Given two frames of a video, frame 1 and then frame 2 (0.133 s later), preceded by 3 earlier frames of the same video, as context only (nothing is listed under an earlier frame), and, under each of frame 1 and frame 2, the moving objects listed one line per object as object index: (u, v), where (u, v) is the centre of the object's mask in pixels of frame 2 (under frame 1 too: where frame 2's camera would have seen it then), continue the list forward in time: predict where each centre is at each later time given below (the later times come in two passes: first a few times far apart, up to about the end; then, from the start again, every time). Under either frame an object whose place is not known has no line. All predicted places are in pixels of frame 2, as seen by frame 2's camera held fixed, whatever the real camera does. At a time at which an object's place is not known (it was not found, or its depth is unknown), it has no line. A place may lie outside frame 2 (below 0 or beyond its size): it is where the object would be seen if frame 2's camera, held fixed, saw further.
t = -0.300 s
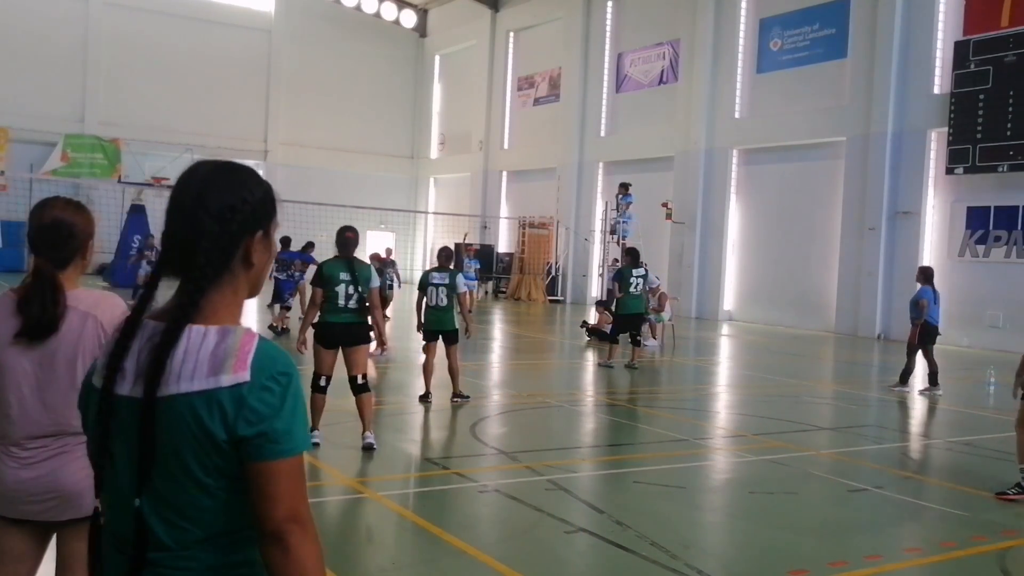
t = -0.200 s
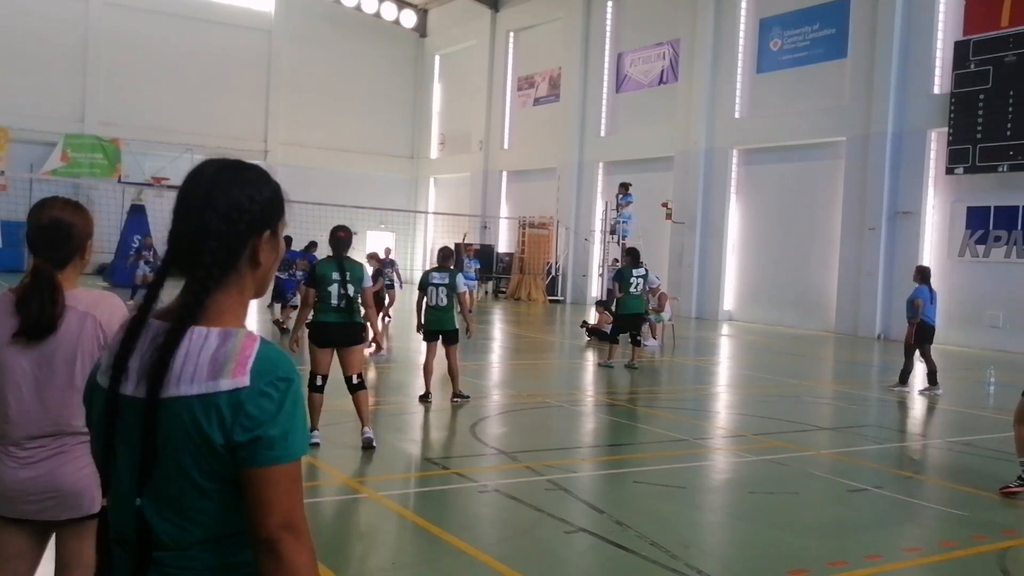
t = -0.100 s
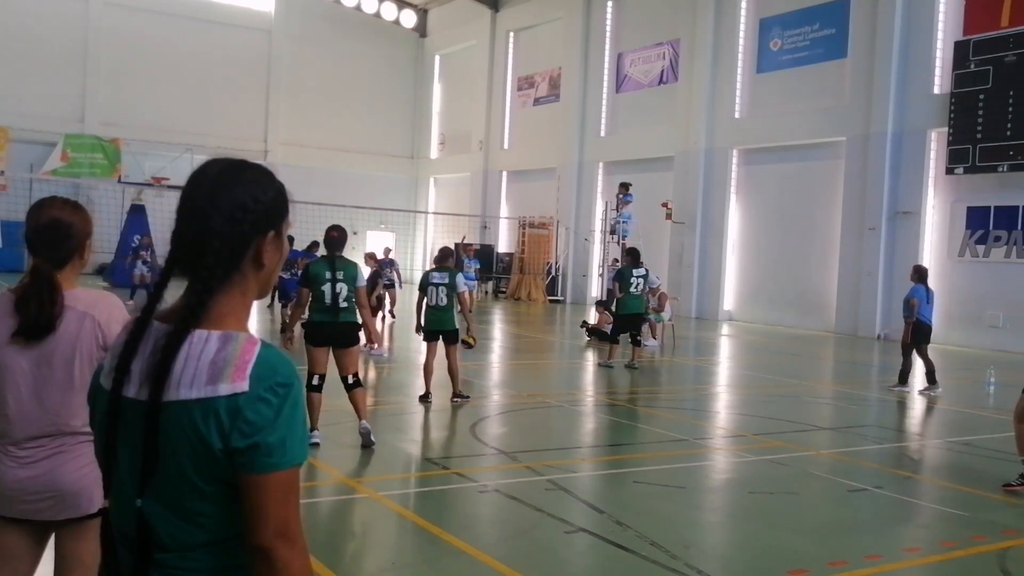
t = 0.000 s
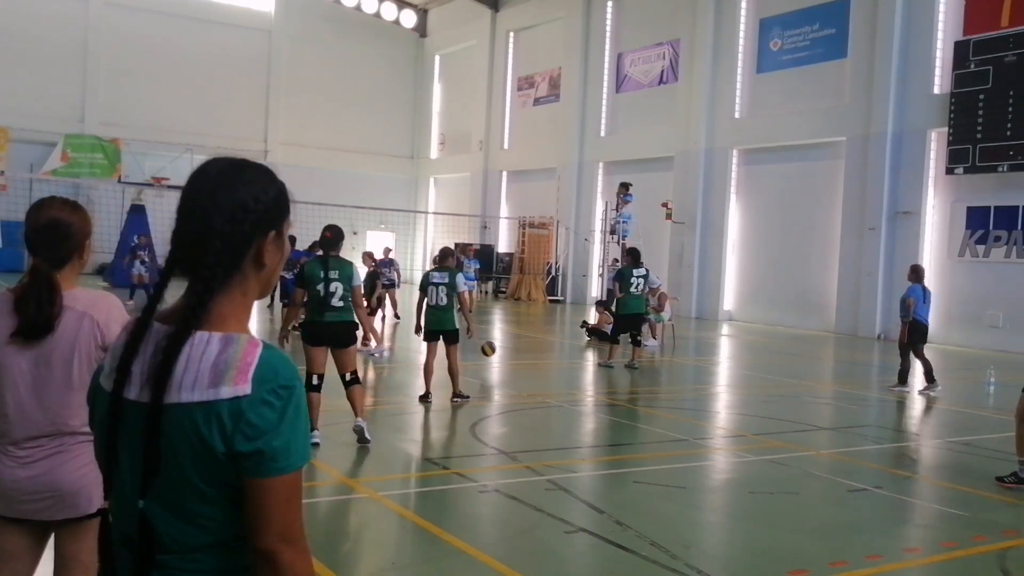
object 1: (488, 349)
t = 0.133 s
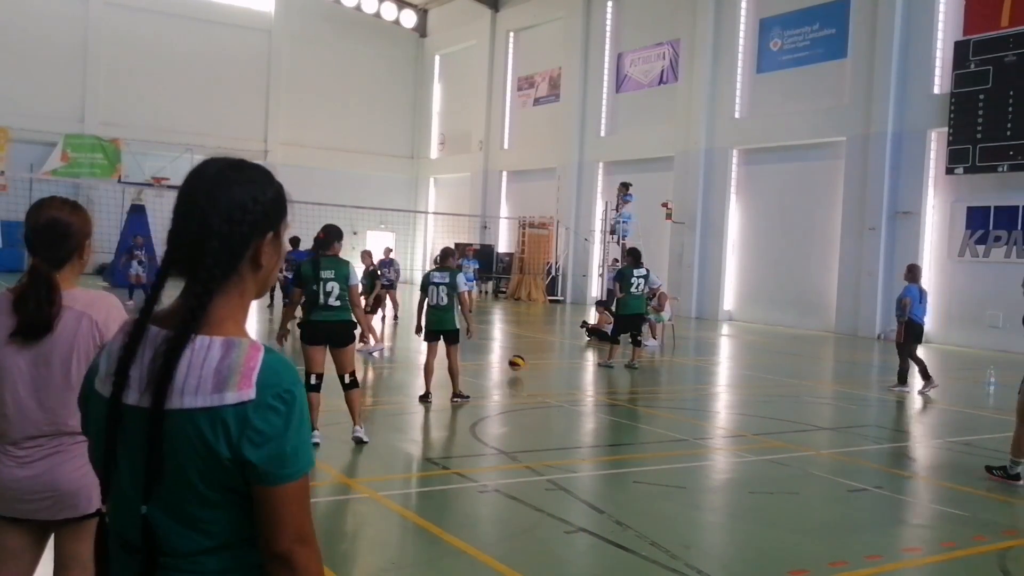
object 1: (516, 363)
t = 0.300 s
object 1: (554, 359)
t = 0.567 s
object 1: (621, 375)
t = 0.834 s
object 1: (696, 394)
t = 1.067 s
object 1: (768, 409)
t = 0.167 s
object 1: (524, 360)
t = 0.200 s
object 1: (531, 359)
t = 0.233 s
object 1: (539, 358)
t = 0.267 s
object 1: (547, 359)
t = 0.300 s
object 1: (554, 359)
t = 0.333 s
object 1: (563, 361)
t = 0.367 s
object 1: (570, 364)
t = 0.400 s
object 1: (578, 368)
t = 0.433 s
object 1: (587, 373)
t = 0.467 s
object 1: (595, 380)
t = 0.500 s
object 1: (604, 379)
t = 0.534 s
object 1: (611, 376)
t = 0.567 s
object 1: (621, 375)
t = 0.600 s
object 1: (631, 375)
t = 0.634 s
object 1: (639, 376)
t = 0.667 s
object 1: (648, 379)
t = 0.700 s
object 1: (657, 381)
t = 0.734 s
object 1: (667, 385)
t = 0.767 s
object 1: (676, 391)
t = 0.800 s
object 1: (685, 395)
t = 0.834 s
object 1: (696, 394)
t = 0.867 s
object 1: (705, 392)
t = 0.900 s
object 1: (715, 392)
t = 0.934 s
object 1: (726, 393)
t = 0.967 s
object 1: (737, 395)
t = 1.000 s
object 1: (747, 398)
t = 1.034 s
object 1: (757, 403)
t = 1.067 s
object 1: (768, 409)
